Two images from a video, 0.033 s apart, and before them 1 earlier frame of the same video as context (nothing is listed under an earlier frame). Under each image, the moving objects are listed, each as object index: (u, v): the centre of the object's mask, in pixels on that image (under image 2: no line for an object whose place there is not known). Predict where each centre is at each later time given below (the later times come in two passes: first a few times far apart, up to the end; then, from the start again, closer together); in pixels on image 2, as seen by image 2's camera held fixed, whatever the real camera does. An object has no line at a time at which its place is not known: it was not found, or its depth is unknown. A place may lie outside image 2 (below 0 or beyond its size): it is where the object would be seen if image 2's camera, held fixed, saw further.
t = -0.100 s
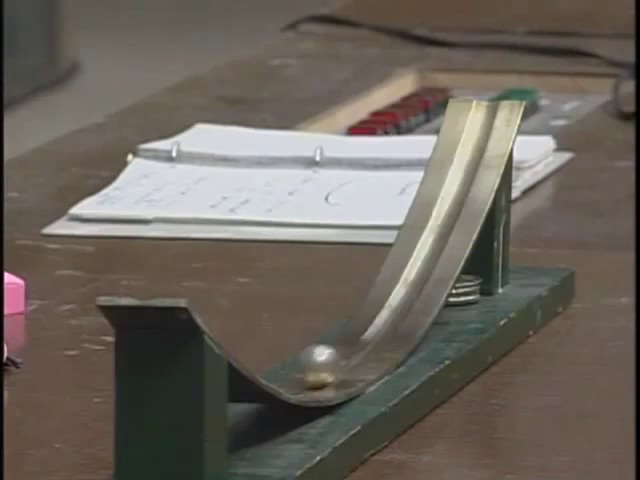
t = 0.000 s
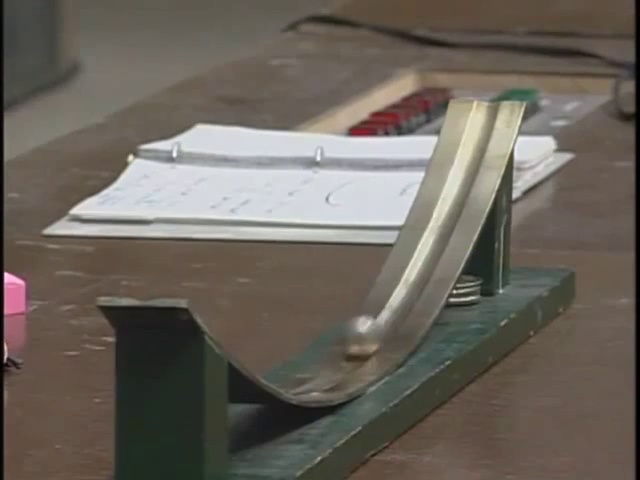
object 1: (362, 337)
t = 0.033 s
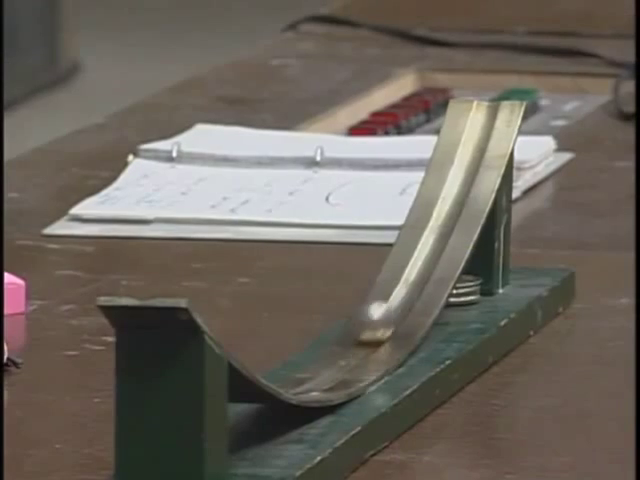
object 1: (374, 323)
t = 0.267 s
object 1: (443, 204)
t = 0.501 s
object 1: (467, 143)
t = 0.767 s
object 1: (436, 216)
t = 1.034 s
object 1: (354, 343)
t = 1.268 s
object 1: (263, 368)
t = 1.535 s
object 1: (200, 315)
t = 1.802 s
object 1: (203, 318)
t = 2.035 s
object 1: (257, 363)
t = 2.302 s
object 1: (356, 340)
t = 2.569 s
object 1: (433, 226)
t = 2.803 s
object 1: (458, 167)
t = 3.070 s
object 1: (431, 227)
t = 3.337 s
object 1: (355, 342)
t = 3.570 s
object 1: (270, 371)
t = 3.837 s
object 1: (208, 327)
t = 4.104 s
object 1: (211, 329)
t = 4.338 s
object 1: (264, 365)
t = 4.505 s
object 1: (321, 365)
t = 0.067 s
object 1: (389, 308)
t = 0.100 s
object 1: (399, 291)
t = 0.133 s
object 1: (409, 273)
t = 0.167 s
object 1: (418, 256)
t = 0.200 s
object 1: (426, 240)
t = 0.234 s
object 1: (435, 222)
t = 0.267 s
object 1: (443, 204)
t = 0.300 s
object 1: (449, 189)
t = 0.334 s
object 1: (455, 176)
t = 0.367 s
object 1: (459, 165)
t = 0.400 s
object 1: (463, 155)
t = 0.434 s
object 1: (466, 148)
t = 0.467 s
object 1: (467, 144)
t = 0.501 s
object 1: (467, 143)
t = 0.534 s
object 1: (467, 144)
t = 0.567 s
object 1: (466, 148)
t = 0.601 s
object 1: (464, 154)
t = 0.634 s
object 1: (461, 163)
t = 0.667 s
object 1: (456, 173)
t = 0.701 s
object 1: (451, 186)
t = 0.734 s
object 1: (444, 200)
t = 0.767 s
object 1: (436, 216)
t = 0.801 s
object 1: (429, 234)
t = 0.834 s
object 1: (421, 250)
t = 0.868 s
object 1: (412, 268)
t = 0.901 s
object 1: (403, 285)
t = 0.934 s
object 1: (392, 303)
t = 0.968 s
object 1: (377, 316)
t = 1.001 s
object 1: (368, 330)
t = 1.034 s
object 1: (354, 343)
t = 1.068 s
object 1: (341, 353)
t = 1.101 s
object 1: (326, 362)
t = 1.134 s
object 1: (312, 369)
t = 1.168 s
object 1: (301, 373)
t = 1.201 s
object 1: (286, 373)
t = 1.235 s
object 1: (276, 373)
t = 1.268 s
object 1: (263, 368)
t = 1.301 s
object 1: (251, 360)
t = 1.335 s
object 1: (242, 355)
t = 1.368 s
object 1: (233, 347)
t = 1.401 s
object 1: (223, 339)
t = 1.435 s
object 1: (216, 333)
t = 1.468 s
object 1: (209, 326)
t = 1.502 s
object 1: (203, 319)
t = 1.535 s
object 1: (200, 315)
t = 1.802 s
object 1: (203, 318)
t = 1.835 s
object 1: (207, 324)
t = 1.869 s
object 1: (212, 329)
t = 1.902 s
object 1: (219, 336)
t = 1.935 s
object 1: (228, 343)
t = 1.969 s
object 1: (238, 351)
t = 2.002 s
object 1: (248, 358)
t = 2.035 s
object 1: (257, 363)
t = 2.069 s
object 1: (269, 369)
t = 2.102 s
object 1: (280, 372)
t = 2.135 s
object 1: (291, 373)
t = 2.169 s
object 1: (305, 372)
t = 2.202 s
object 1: (317, 367)
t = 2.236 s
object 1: (332, 360)
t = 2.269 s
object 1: (344, 351)
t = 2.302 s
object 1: (356, 340)
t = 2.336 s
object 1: (369, 328)
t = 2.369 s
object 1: (380, 316)
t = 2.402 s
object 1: (392, 302)
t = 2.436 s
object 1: (402, 285)
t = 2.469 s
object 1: (411, 269)
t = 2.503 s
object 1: (419, 253)
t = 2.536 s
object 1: (427, 237)
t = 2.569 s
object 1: (433, 226)
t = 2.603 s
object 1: (441, 209)
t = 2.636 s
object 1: (445, 197)
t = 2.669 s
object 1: (449, 188)
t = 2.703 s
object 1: (453, 180)
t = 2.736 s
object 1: (456, 173)
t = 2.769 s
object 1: (458, 169)
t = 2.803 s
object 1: (458, 167)
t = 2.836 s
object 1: (457, 168)
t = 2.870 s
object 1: (456, 170)
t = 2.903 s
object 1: (454, 175)
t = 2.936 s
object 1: (451, 183)
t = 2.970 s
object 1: (449, 192)
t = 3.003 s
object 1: (443, 202)
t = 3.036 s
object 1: (438, 214)
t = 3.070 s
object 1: (431, 227)
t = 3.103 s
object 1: (423, 244)
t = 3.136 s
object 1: (416, 259)
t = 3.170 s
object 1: (408, 274)
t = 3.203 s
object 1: (399, 289)
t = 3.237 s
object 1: (387, 305)
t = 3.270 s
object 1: (375, 318)
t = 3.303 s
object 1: (366, 330)
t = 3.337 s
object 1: (355, 342)
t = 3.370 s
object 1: (342, 352)
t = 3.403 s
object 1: (327, 361)
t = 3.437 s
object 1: (314, 367)
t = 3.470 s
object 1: (302, 372)
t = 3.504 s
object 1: (291, 373)
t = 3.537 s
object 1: (281, 373)
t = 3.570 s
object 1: (270, 371)
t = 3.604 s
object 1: (257, 365)
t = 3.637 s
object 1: (250, 361)
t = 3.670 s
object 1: (242, 355)
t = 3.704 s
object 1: (234, 349)
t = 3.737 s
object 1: (225, 342)
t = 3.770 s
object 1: (217, 335)
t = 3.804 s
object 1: (212, 331)
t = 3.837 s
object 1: (208, 327)
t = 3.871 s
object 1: (206, 323)
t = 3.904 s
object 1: (204, 321)
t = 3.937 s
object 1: (203, 320)
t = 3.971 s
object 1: (202, 320)
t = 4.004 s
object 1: (202, 321)
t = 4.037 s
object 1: (203, 321)
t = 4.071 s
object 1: (207, 325)
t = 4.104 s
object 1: (211, 329)
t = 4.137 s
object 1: (216, 334)
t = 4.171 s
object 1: (221, 338)
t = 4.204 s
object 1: (228, 344)
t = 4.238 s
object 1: (237, 351)
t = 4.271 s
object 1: (245, 357)
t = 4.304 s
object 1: (253, 361)
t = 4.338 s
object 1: (264, 365)
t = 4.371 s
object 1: (275, 372)
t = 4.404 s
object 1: (284, 373)
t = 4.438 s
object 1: (296, 372)
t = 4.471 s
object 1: (309, 370)
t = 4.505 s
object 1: (321, 365)
